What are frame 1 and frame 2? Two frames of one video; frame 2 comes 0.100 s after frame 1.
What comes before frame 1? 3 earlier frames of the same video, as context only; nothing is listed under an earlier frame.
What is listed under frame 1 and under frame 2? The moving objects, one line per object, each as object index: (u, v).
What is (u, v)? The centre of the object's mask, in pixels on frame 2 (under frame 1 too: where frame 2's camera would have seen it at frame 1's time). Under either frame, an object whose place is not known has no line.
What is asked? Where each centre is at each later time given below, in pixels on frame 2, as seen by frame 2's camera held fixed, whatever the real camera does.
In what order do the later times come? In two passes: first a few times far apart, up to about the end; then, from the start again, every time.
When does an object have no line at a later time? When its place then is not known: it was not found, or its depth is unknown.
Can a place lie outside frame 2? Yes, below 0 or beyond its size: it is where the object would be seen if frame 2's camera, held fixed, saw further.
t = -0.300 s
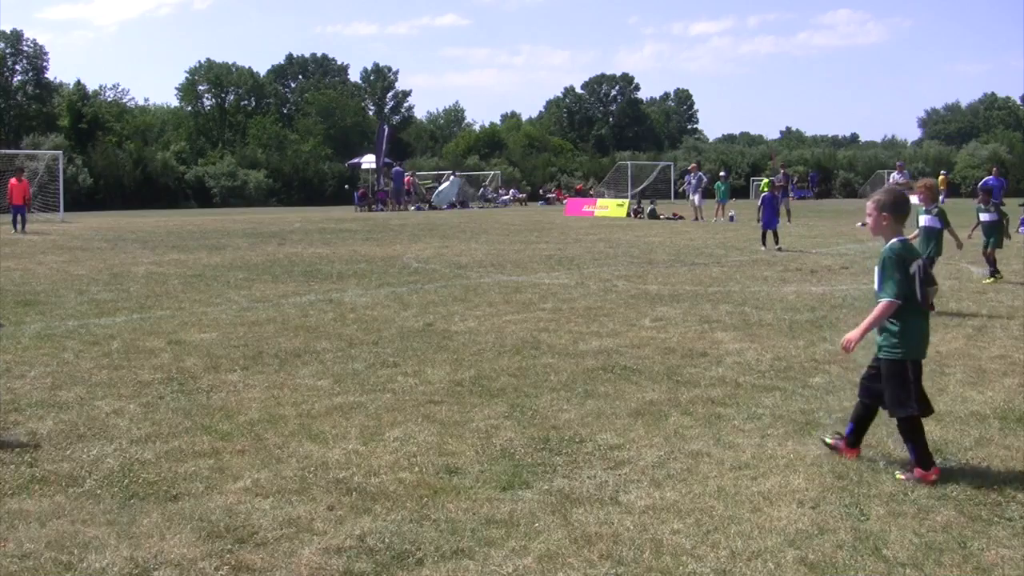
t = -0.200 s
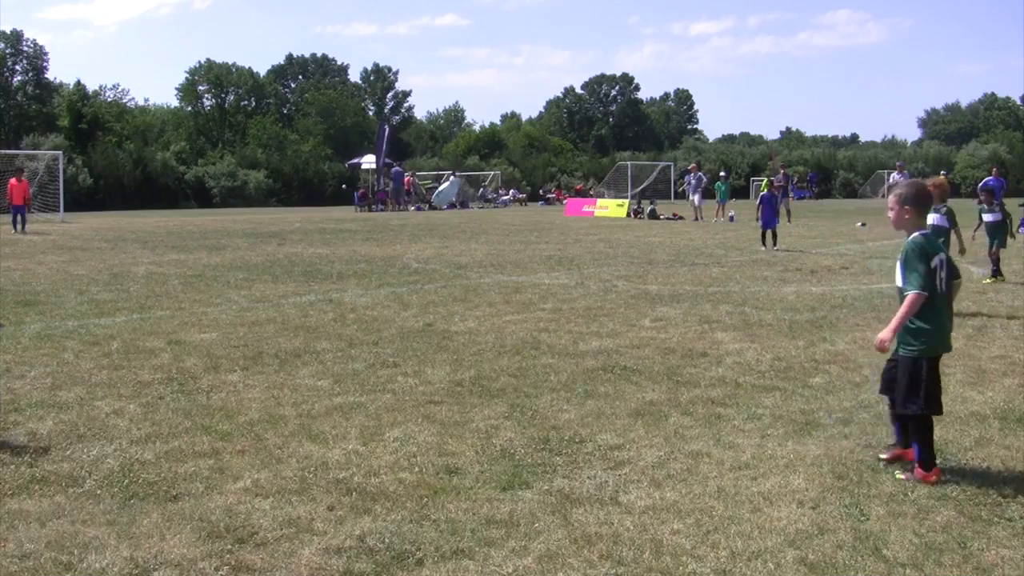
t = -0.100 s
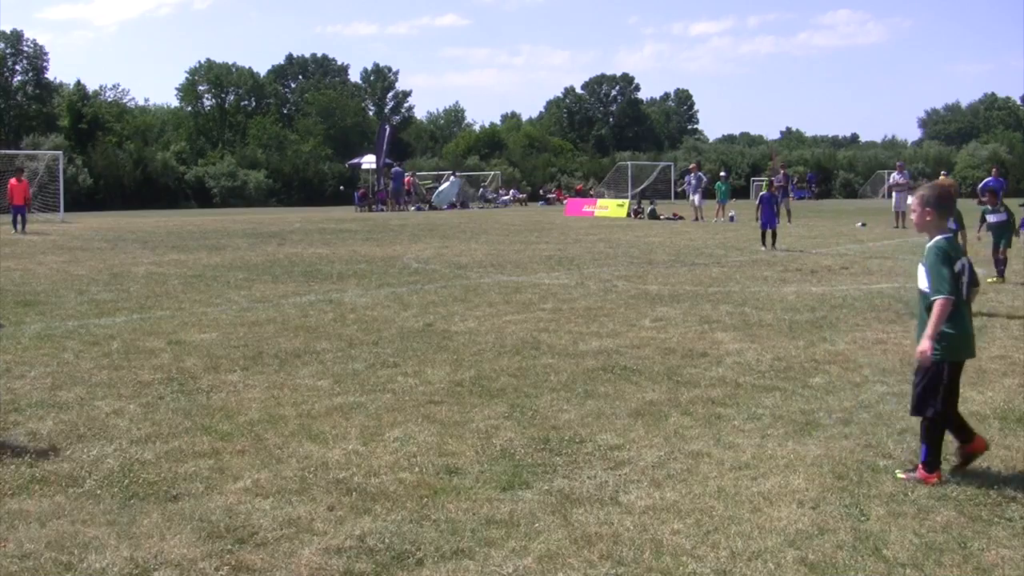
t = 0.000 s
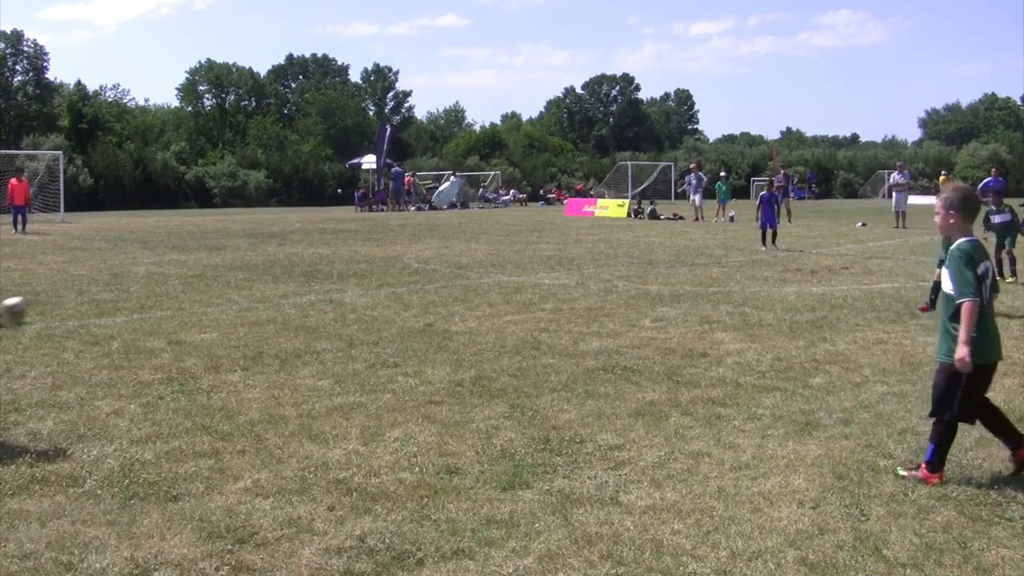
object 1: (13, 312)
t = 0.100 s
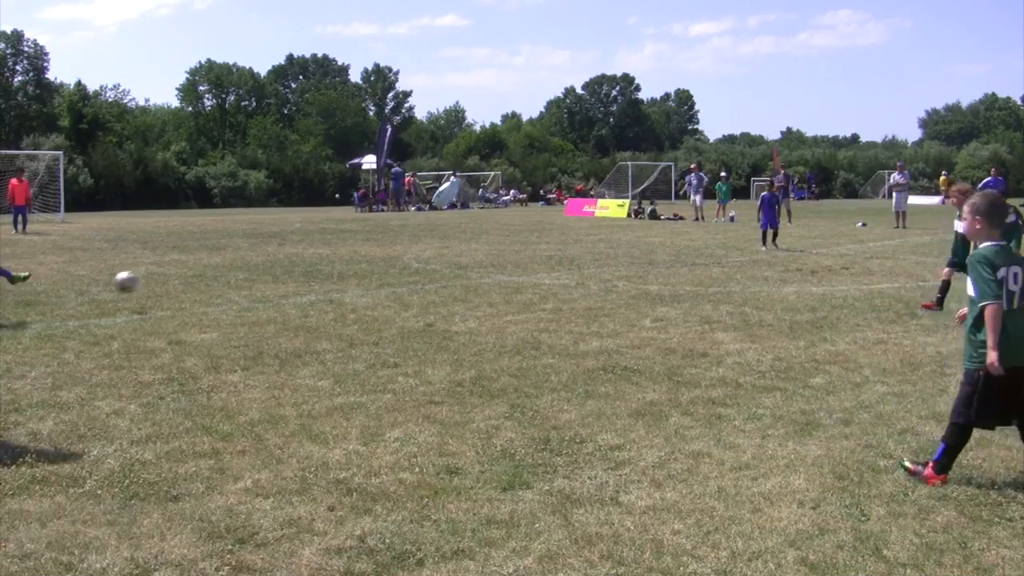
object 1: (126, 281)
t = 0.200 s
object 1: (221, 267)
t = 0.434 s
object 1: (397, 274)
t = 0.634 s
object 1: (488, 257)
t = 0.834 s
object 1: (557, 254)
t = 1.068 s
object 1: (611, 248)
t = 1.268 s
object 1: (651, 248)
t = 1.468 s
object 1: (685, 249)
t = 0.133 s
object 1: (159, 276)
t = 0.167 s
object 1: (191, 270)
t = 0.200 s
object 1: (221, 267)
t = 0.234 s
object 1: (249, 265)
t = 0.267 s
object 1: (277, 263)
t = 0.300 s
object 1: (303, 263)
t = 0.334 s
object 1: (328, 265)
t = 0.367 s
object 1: (352, 267)
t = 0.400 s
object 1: (376, 269)
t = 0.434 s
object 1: (397, 274)
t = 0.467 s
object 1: (415, 270)
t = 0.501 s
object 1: (431, 267)
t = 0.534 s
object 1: (446, 263)
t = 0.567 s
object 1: (460, 261)
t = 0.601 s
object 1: (475, 258)
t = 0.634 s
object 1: (488, 257)
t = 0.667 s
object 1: (502, 257)
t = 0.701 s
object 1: (515, 258)
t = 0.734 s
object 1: (526, 260)
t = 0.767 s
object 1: (538, 261)
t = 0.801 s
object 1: (547, 258)
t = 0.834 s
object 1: (557, 254)
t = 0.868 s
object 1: (565, 251)
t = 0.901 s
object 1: (573, 248)
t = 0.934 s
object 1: (581, 246)
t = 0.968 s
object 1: (589, 246)
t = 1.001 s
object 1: (596, 246)
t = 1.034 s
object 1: (604, 247)
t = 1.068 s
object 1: (611, 248)
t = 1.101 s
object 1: (619, 250)
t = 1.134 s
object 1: (625, 253)
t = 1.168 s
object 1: (632, 254)
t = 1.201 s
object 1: (638, 251)
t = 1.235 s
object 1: (645, 249)
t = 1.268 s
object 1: (651, 248)
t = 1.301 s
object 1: (657, 248)
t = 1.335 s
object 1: (663, 248)
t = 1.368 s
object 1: (669, 249)
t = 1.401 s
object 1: (674, 250)
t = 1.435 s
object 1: (679, 251)
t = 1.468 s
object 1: (685, 249)
